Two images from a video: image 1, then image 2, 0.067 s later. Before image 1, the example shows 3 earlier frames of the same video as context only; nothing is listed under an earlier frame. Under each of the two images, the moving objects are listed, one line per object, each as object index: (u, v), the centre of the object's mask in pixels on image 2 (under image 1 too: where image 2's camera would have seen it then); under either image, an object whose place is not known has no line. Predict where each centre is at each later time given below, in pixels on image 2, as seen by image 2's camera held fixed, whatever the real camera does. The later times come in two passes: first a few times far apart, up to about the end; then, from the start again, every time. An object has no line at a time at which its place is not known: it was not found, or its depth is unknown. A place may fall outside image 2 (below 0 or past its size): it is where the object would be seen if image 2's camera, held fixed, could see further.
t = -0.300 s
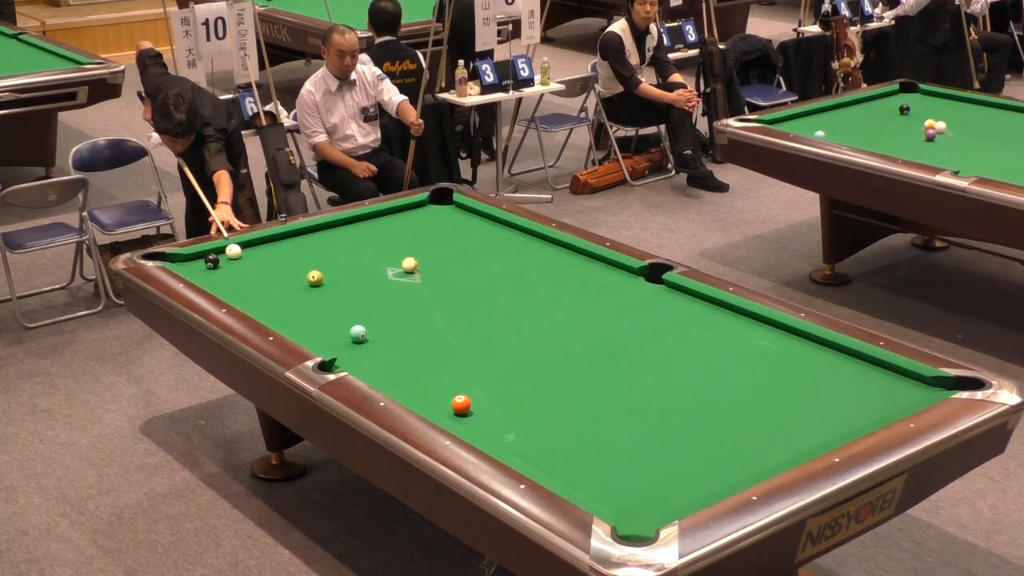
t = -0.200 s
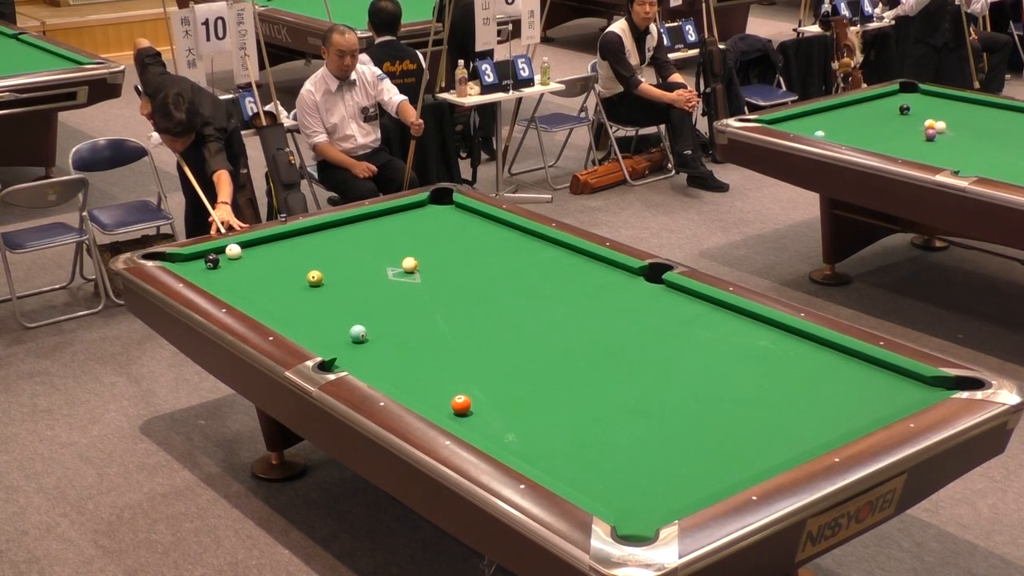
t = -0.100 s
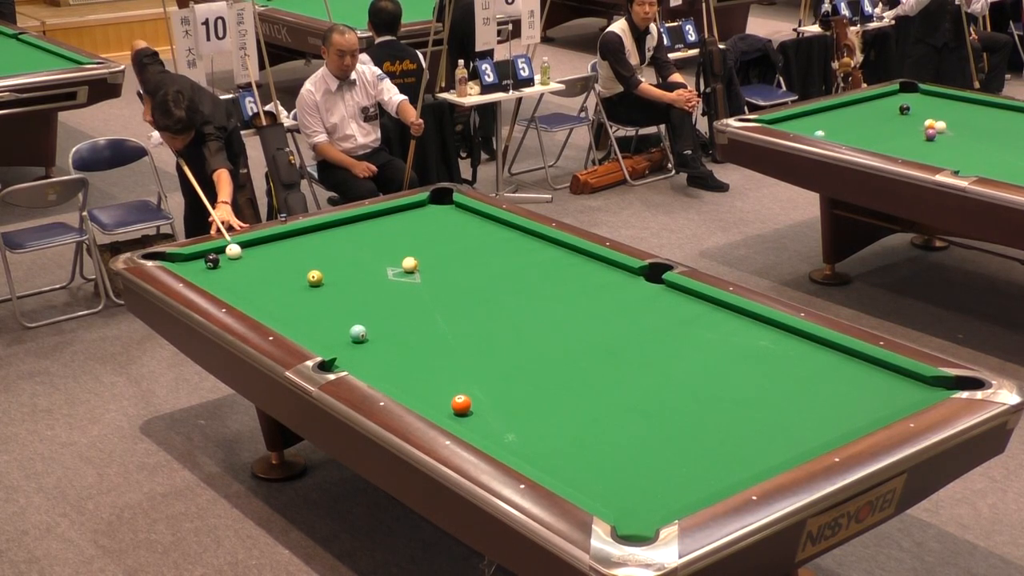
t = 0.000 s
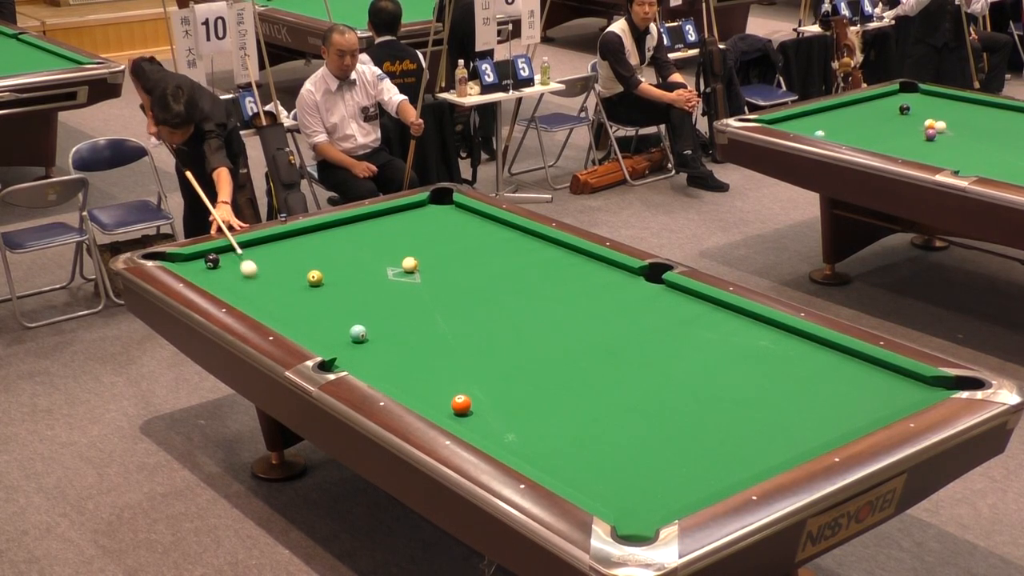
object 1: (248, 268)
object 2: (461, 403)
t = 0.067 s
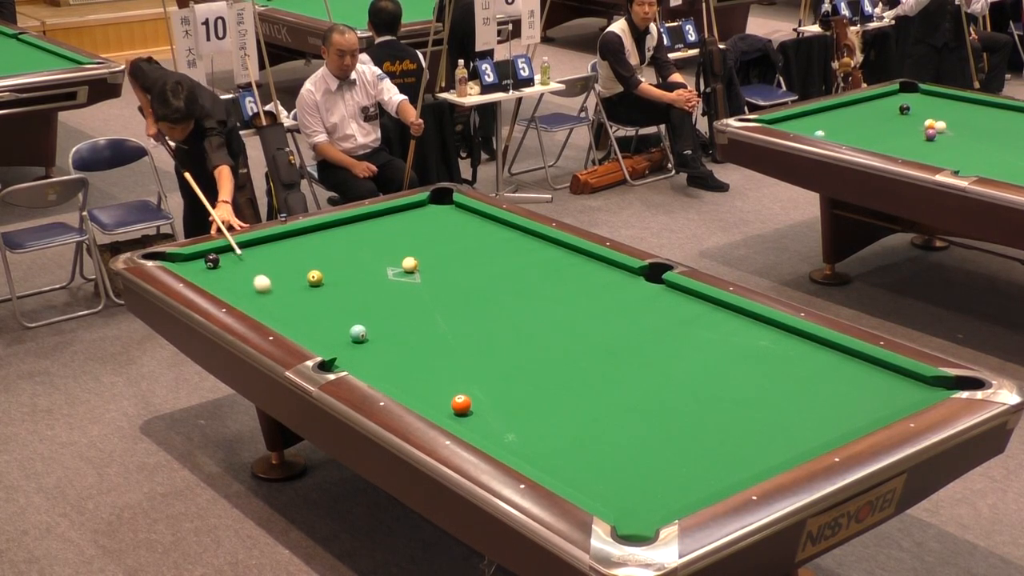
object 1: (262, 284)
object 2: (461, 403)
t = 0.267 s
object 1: (306, 329)
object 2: (461, 403)
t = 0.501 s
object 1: (395, 373)
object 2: (461, 403)
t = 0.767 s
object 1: (483, 395)
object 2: (496, 434)
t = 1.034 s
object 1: (551, 400)
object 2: (573, 476)
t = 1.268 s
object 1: (611, 405)
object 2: (650, 510)
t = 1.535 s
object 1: (678, 410)
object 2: (610, 489)
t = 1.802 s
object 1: (745, 416)
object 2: (575, 471)
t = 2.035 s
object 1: (802, 421)
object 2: (548, 455)
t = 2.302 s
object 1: (853, 418)
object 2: (518, 440)
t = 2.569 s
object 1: (866, 397)
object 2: (492, 426)
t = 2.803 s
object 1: (877, 380)
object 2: (471, 415)
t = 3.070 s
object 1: (874, 367)
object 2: (449, 404)
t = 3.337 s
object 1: (838, 364)
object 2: (428, 394)
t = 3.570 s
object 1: (808, 362)
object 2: (412, 386)
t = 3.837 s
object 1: (777, 360)
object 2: (395, 378)
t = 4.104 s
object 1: (748, 358)
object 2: (379, 370)
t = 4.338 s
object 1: (724, 357)
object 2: (367, 364)
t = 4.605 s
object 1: (699, 355)
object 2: (354, 359)
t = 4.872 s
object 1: (677, 353)
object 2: (343, 354)
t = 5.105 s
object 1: (659, 352)
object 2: (337, 349)
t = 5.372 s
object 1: (641, 351)
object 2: (331, 345)
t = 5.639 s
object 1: (626, 350)
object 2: (326, 342)
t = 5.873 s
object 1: (613, 350)
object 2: (322, 339)
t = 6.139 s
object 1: (602, 349)
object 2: (319, 337)
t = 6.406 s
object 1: (592, 349)
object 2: (317, 336)
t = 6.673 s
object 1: (583, 348)
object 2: (316, 334)
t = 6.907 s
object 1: (578, 349)
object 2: (316, 334)
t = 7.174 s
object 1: (573, 348)
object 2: (316, 334)
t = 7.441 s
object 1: (570, 348)
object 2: (316, 334)
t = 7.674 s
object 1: (569, 348)
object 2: (316, 334)
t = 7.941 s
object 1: (569, 348)
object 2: (316, 334)
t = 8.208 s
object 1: (569, 348)
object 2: (316, 334)
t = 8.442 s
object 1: (569, 348)
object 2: (316, 334)
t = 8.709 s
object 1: (569, 348)
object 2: (316, 334)
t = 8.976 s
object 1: (569, 348)
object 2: (316, 334)
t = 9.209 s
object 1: (568, 348)
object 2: (316, 334)
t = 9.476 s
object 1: (568, 348)
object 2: (316, 334)
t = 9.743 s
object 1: (568, 348)
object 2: (316, 334)
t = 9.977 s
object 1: (569, 348)
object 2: (316, 334)
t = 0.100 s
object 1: (269, 291)
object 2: (461, 403)
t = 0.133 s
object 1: (276, 299)
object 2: (461, 403)
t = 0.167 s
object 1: (283, 307)
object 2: (461, 403)
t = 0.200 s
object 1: (290, 315)
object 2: (461, 403)
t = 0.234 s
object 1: (298, 322)
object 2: (461, 403)
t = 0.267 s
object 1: (306, 329)
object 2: (461, 403)
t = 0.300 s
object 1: (313, 336)
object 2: (461, 403)
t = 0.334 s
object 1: (325, 342)
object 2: (461, 403)
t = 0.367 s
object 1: (339, 349)
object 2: (461, 403)
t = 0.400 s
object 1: (352, 355)
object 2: (461, 403)
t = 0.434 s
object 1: (367, 361)
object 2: (461, 403)
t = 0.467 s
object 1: (380, 366)
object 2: (461, 403)
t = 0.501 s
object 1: (395, 373)
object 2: (461, 403)
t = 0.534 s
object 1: (409, 379)
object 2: (461, 403)
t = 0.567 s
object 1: (424, 385)
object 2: (461, 403)
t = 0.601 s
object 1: (439, 391)
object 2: (461, 403)
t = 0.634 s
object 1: (451, 395)
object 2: (462, 404)
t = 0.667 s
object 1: (459, 395)
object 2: (470, 412)
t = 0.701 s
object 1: (467, 395)
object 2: (479, 419)
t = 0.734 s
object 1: (475, 395)
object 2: (488, 427)
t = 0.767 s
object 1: (483, 395)
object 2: (496, 434)
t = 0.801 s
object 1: (491, 395)
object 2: (504, 440)
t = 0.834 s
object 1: (499, 396)
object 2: (512, 447)
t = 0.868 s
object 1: (508, 397)
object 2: (521, 452)
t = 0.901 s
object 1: (517, 397)
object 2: (532, 456)
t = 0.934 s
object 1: (525, 398)
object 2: (542, 461)
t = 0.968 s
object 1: (534, 399)
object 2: (552, 466)
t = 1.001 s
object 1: (542, 399)
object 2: (562, 471)
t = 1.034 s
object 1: (551, 400)
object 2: (573, 476)
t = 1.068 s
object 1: (560, 401)
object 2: (584, 481)
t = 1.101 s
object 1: (568, 401)
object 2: (594, 486)
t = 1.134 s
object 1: (577, 402)
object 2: (605, 491)
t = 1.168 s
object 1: (585, 403)
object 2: (616, 496)
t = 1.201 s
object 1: (594, 404)
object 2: (627, 500)
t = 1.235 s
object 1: (603, 404)
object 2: (639, 505)
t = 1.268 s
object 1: (611, 405)
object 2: (650, 510)
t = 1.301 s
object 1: (619, 406)
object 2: (648, 510)
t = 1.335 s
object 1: (628, 406)
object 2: (641, 505)
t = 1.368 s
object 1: (636, 407)
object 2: (635, 502)
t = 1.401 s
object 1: (645, 408)
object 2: (629, 500)
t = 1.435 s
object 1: (653, 408)
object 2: (625, 497)
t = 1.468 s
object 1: (662, 409)
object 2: (620, 494)
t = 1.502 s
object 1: (670, 410)
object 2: (615, 492)
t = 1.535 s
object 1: (678, 410)
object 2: (610, 489)
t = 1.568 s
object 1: (687, 411)
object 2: (606, 487)
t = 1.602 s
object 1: (695, 412)
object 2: (601, 485)
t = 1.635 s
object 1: (703, 413)
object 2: (597, 482)
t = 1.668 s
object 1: (712, 413)
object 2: (592, 480)
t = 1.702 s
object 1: (720, 414)
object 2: (588, 477)
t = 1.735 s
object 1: (728, 415)
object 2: (584, 475)
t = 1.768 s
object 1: (737, 415)
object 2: (579, 473)
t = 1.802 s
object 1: (745, 416)
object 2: (575, 471)
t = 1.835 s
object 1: (753, 417)
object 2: (571, 468)
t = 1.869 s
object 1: (761, 418)
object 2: (567, 466)
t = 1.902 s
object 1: (770, 418)
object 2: (563, 464)
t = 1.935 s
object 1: (778, 419)
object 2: (559, 462)
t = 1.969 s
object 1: (786, 420)
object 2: (555, 459)
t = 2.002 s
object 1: (794, 421)
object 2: (551, 457)
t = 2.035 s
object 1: (802, 421)
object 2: (548, 455)
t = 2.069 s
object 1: (810, 422)
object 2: (544, 453)
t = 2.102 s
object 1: (819, 422)
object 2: (540, 452)
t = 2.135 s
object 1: (827, 423)
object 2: (537, 450)
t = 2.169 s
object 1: (835, 424)
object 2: (533, 447)
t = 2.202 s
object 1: (842, 423)
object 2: (529, 446)
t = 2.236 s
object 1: (850, 423)
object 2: (526, 444)
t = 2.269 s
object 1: (851, 420)
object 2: (522, 442)
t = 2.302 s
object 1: (853, 418)
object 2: (518, 440)
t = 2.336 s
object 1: (854, 416)
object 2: (515, 438)
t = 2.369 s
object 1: (856, 413)
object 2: (512, 436)
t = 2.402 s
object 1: (858, 411)
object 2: (508, 434)
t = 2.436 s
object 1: (860, 408)
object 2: (505, 433)
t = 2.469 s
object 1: (861, 405)
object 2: (502, 431)
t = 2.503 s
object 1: (863, 403)
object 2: (499, 430)
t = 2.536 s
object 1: (865, 400)
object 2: (495, 428)
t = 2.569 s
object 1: (866, 397)
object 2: (492, 426)
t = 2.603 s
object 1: (868, 395)
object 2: (489, 425)
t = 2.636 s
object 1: (869, 392)
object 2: (486, 423)
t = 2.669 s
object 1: (871, 390)
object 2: (483, 421)
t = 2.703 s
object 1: (872, 387)
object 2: (480, 420)
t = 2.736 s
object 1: (873, 385)
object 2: (477, 419)
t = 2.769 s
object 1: (875, 383)
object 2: (474, 417)
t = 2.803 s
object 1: (877, 380)
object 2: (471, 415)
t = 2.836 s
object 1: (878, 378)
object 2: (468, 414)
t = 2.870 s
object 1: (879, 376)
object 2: (465, 412)
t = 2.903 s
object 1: (881, 373)
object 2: (462, 411)
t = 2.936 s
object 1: (882, 371)
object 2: (459, 409)
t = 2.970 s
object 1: (883, 369)
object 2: (457, 408)
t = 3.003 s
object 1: (884, 367)
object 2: (454, 407)
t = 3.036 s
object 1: (879, 367)
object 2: (451, 405)
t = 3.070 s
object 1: (874, 367)
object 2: (449, 404)
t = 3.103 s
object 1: (869, 366)
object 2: (446, 403)
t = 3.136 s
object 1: (865, 366)
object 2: (444, 401)
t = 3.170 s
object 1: (860, 366)
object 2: (441, 400)
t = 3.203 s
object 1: (856, 365)
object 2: (438, 399)
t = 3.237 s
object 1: (851, 365)
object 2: (436, 398)
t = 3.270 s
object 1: (847, 365)
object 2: (433, 396)
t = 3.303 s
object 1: (842, 364)
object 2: (431, 395)
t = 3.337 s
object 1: (838, 364)
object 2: (428, 394)
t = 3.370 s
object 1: (834, 364)
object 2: (426, 393)
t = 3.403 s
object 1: (829, 363)
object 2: (423, 391)
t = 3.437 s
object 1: (825, 363)
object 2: (421, 390)
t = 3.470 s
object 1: (821, 363)
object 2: (419, 389)
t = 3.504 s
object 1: (817, 363)
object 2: (417, 388)
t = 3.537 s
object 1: (812, 362)
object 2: (414, 387)
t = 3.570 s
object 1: (808, 362)
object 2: (412, 386)
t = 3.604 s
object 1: (804, 362)
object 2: (410, 385)
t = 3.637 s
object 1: (800, 361)
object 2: (408, 384)
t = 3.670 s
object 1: (796, 361)
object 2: (405, 383)
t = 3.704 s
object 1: (792, 361)
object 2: (403, 382)
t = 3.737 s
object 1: (788, 361)
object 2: (401, 381)
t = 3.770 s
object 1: (784, 360)
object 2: (399, 380)
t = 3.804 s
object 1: (781, 360)
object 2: (397, 379)
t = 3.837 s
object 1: (777, 360)
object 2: (395, 378)
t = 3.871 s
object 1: (773, 360)
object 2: (393, 377)
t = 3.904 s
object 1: (769, 360)
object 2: (391, 376)
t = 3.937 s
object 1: (766, 359)
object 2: (389, 375)
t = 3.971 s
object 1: (762, 359)
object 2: (387, 374)
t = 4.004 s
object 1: (758, 359)
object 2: (385, 373)
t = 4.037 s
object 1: (755, 358)
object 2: (383, 372)
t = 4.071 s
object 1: (751, 358)
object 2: (381, 372)
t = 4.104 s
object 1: (748, 358)
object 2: (379, 370)
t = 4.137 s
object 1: (744, 358)
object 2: (377, 370)
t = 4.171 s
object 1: (741, 357)
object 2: (375, 369)
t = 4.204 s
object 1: (737, 357)
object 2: (374, 368)
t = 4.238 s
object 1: (734, 357)
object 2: (372, 367)
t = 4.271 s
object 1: (731, 357)
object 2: (370, 366)
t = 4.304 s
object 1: (727, 357)
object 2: (368, 365)
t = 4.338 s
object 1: (724, 357)
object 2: (367, 364)
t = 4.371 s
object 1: (721, 356)
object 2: (365, 363)
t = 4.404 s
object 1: (718, 356)
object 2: (363, 362)
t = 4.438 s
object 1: (715, 356)
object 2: (362, 362)
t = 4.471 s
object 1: (712, 356)
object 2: (360, 361)
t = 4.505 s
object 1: (709, 355)
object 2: (359, 361)
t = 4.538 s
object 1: (706, 355)
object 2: (357, 360)
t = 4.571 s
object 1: (703, 355)
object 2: (355, 360)
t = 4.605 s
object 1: (699, 355)
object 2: (354, 359)
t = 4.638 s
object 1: (696, 354)
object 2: (352, 359)
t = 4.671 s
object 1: (694, 354)
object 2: (351, 358)
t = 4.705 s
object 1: (691, 354)
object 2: (349, 357)
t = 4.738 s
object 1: (688, 354)
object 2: (348, 356)
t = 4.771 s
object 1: (685, 354)
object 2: (346, 356)
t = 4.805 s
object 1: (683, 353)
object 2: (345, 356)
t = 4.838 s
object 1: (680, 353)
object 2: (344, 354)
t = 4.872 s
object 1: (677, 353)
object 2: (343, 354)
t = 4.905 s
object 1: (674, 353)
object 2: (342, 353)
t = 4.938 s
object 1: (672, 353)
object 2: (341, 352)
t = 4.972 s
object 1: (669, 353)
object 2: (341, 352)
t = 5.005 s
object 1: (667, 352)
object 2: (340, 351)
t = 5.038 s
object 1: (664, 352)
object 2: (339, 350)
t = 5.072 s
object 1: (662, 352)
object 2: (338, 350)
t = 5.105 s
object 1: (659, 352)
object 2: (337, 349)
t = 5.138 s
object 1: (657, 352)
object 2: (336, 348)
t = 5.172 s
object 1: (655, 352)
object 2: (336, 348)
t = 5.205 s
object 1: (652, 352)
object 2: (335, 347)
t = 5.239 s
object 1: (650, 352)
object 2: (334, 347)
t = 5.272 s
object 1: (648, 352)
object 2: (333, 345)
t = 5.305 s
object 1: (646, 351)
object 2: (332, 345)
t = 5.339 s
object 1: (643, 351)
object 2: (331, 344)
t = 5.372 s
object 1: (641, 351)
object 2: (331, 345)
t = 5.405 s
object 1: (639, 351)
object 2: (331, 345)
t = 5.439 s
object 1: (637, 351)
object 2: (330, 344)
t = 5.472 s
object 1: (635, 351)
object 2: (329, 344)
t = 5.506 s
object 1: (633, 351)
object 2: (328, 343)
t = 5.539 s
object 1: (631, 351)
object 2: (327, 343)
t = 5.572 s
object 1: (629, 350)
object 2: (327, 342)
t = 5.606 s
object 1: (627, 350)
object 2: (326, 342)
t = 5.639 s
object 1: (626, 350)
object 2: (326, 342)
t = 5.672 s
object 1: (624, 350)
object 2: (325, 341)
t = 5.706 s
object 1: (622, 350)
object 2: (325, 341)
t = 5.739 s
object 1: (620, 350)
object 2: (324, 340)
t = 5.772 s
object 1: (619, 350)
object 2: (324, 340)
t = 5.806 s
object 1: (617, 350)
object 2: (323, 340)
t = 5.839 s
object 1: (615, 349)
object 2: (323, 340)
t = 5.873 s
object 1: (613, 350)
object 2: (322, 339)
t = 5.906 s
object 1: (612, 349)
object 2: (322, 339)
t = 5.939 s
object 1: (610, 350)
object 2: (321, 338)
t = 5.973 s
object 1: (609, 349)
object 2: (321, 338)
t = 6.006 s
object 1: (607, 349)
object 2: (320, 337)
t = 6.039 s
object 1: (606, 349)
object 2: (320, 337)
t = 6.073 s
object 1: (604, 349)
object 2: (320, 337)
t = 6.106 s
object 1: (603, 349)
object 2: (320, 337)
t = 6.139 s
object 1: (602, 349)
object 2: (319, 337)
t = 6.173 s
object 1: (600, 349)
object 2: (319, 337)
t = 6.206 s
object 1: (599, 349)
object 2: (319, 337)
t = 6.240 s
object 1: (598, 349)
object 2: (319, 337)
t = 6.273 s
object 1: (596, 349)
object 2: (318, 336)
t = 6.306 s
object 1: (595, 349)
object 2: (318, 336)
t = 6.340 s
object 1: (594, 349)
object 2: (318, 336)
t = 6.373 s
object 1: (593, 349)
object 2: (317, 336)
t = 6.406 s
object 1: (592, 349)
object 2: (317, 336)
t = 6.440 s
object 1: (590, 348)
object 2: (317, 336)
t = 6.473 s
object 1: (589, 349)
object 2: (317, 335)
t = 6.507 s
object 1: (588, 349)
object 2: (317, 335)
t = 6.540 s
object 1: (587, 349)
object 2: (316, 335)
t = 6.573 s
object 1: (586, 349)
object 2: (316, 335)
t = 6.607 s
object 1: (585, 349)
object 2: (316, 335)
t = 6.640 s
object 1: (584, 349)
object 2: (316, 335)
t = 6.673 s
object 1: (583, 348)
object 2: (316, 334)
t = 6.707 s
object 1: (582, 349)
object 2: (316, 334)
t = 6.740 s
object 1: (581, 348)
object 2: (316, 334)
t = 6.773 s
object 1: (581, 349)
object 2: (316, 334)
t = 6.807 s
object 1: (580, 348)
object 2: (316, 334)
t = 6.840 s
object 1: (579, 348)
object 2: (316, 334)
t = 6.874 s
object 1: (578, 349)
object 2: (316, 334)
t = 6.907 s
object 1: (578, 349)
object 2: (316, 334)
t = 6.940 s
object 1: (577, 349)
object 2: (316, 334)
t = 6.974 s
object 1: (576, 348)
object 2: (316, 334)
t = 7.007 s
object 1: (575, 348)
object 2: (316, 334)
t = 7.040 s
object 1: (575, 348)
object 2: (316, 334)
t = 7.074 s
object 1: (574, 348)
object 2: (316, 334)
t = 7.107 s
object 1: (574, 348)
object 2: (316, 334)
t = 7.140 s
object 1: (573, 348)
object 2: (316, 334)
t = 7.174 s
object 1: (573, 348)
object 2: (316, 334)
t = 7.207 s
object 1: (572, 348)
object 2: (316, 334)
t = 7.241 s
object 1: (572, 348)
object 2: (316, 334)
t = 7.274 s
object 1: (571, 348)
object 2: (316, 334)
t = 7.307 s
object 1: (571, 348)
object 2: (316, 334)
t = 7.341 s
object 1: (570, 348)
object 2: (316, 334)
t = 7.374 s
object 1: (570, 348)
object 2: (316, 334)
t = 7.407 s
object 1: (570, 348)
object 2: (316, 334)
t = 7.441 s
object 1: (570, 348)
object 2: (316, 334)
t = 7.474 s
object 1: (569, 348)
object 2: (316, 334)
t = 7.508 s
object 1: (569, 348)
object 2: (316, 334)
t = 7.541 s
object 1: (569, 348)
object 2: (316, 334)
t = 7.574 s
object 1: (569, 348)
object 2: (316, 334)
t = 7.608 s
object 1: (569, 348)
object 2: (316, 334)
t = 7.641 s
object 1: (569, 348)
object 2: (316, 334)
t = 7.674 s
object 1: (569, 348)
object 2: (316, 334)
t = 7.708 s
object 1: (568, 348)
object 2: (316, 334)
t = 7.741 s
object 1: (568, 348)
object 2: (316, 334)
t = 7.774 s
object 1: (568, 348)
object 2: (316, 334)
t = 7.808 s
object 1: (568, 348)
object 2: (316, 334)
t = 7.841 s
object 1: (568, 348)
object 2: (316, 334)
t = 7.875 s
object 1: (568, 348)
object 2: (316, 334)
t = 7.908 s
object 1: (569, 348)
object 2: (316, 334)
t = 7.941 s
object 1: (569, 348)
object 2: (316, 334)
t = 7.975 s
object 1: (569, 348)
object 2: (316, 334)
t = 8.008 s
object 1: (569, 348)
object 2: (316, 334)
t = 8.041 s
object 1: (569, 348)
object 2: (316, 334)
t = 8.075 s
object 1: (569, 348)
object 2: (316, 334)
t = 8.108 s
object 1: (569, 348)
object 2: (316, 334)
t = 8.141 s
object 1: (569, 348)
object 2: (316, 334)
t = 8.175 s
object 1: (569, 348)
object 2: (316, 334)
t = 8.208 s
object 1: (569, 348)
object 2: (316, 334)
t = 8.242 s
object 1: (569, 348)
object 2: (316, 334)
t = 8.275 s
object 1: (569, 348)
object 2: (316, 334)
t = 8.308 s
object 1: (569, 348)
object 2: (316, 334)
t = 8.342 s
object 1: (569, 348)
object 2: (316, 334)
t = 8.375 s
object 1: (569, 348)
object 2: (316, 334)
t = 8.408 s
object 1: (569, 348)
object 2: (316, 334)
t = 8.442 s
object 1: (569, 348)
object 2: (316, 334)
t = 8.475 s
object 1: (569, 348)
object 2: (316, 334)
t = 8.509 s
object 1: (569, 348)
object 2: (316, 334)
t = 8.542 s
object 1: (569, 348)
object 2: (316, 334)
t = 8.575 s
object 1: (569, 348)
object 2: (316, 334)
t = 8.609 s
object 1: (569, 348)
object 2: (316, 334)
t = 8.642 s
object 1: (569, 348)
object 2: (316, 334)
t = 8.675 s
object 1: (569, 348)
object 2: (316, 334)
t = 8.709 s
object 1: (569, 348)
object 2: (316, 334)
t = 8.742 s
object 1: (569, 348)
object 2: (316, 334)
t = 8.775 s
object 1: (569, 348)
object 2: (316, 334)
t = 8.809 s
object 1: (569, 348)
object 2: (316, 334)
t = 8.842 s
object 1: (569, 348)
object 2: (316, 334)
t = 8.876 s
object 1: (569, 348)
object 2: (316, 334)
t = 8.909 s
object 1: (568, 348)
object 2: (316, 334)
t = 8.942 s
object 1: (569, 348)
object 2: (316, 334)
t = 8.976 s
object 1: (569, 348)
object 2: (316, 334)
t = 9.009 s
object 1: (568, 348)
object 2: (316, 334)
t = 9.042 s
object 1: (569, 348)
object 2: (316, 334)
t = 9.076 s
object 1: (568, 348)
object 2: (316, 334)
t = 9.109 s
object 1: (568, 348)
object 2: (316, 334)
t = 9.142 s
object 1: (568, 348)
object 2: (316, 334)
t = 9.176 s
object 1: (568, 348)
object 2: (316, 334)
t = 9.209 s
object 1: (568, 348)
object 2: (316, 334)
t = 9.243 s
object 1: (568, 348)
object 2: (316, 334)
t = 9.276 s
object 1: (568, 348)
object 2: (316, 334)
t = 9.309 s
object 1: (568, 348)
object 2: (316, 334)
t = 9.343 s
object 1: (568, 348)
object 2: (316, 334)
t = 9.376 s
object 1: (568, 348)
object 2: (316, 334)
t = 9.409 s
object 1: (568, 348)
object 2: (316, 334)
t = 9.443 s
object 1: (568, 348)
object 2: (316, 334)
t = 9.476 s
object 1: (568, 348)
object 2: (316, 334)
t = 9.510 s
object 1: (568, 348)
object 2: (316, 334)
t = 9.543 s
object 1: (569, 348)
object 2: (316, 334)
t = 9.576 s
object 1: (568, 348)
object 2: (316, 334)
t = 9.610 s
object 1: (569, 348)
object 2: (316, 334)
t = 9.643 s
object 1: (569, 348)
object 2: (316, 334)
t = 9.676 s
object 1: (568, 348)
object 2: (316, 334)
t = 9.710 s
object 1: (568, 348)
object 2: (316, 334)
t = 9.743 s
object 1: (568, 348)
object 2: (316, 334)
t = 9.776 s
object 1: (568, 348)
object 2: (316, 334)
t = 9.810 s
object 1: (569, 348)
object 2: (316, 334)
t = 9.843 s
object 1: (569, 348)
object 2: (316, 334)
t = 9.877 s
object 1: (569, 348)
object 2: (316, 334)
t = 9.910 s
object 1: (569, 348)
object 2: (316, 334)
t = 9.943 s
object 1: (569, 348)
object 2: (316, 334)
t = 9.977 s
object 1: (569, 348)
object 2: (316, 334)
